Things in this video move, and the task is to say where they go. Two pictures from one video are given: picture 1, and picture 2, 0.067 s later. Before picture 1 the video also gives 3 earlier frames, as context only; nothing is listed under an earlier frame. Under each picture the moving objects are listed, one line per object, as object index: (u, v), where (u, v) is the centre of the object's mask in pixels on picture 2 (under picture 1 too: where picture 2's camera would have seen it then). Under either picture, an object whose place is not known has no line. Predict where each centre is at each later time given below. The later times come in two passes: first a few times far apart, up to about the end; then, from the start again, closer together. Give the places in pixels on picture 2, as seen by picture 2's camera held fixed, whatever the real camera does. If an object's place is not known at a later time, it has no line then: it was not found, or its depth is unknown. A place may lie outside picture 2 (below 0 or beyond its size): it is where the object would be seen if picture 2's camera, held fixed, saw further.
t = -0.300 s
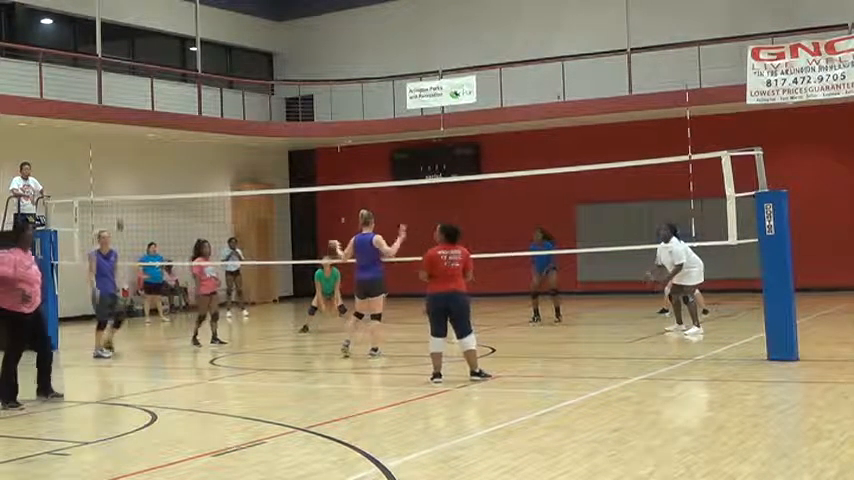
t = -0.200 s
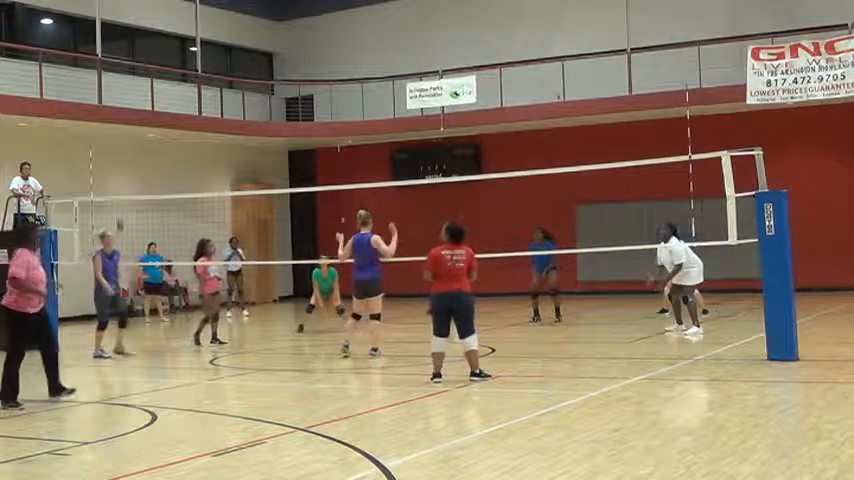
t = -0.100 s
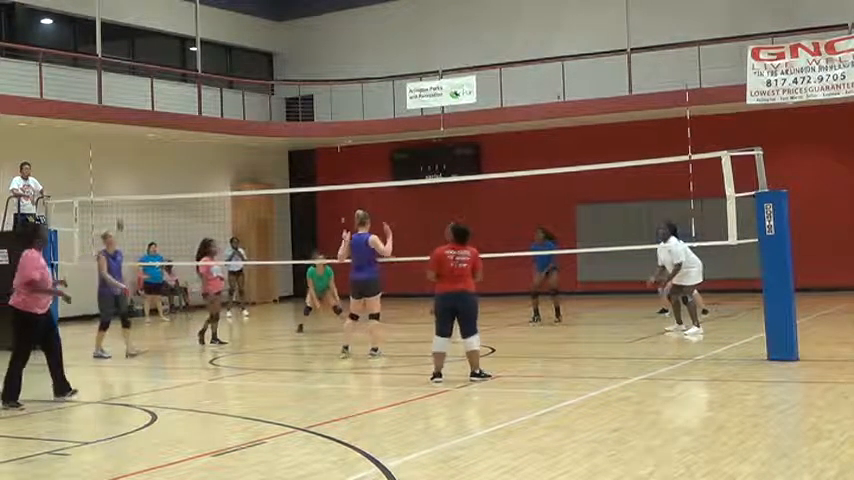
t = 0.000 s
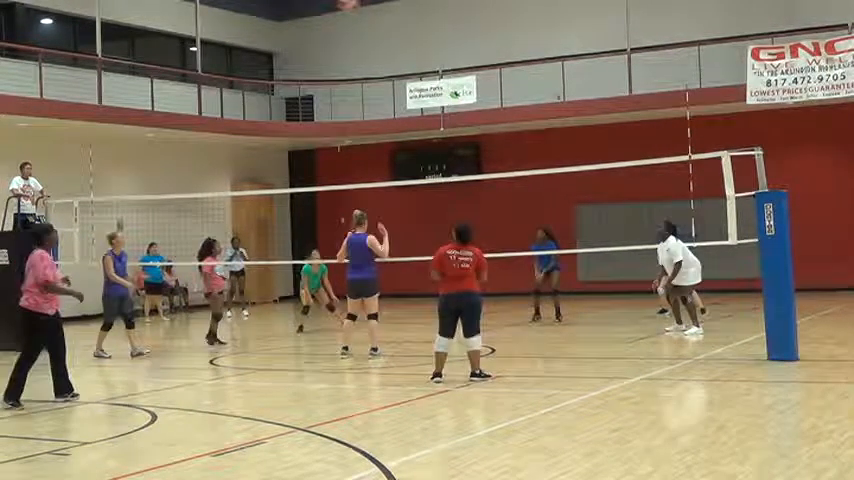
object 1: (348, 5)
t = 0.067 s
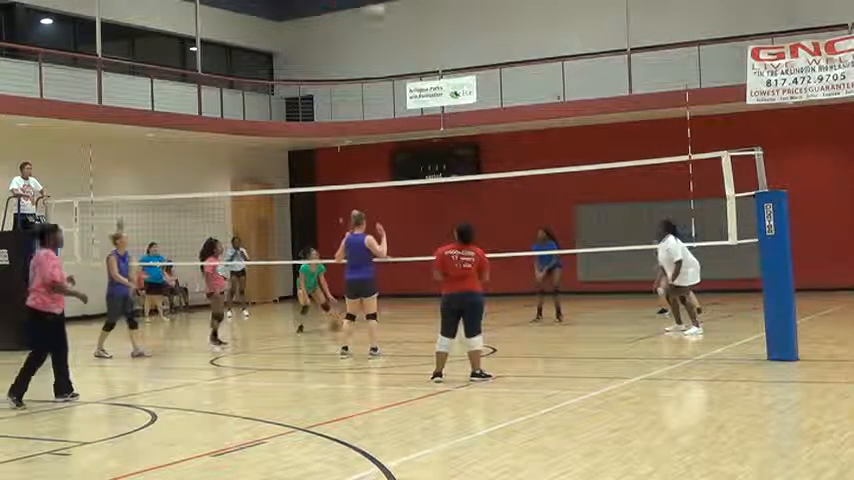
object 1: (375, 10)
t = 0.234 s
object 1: (431, 56)
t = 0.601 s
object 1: (522, 183)
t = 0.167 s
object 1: (409, 38)
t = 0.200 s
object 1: (424, 42)
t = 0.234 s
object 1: (431, 56)
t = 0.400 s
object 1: (474, 115)
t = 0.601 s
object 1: (522, 183)
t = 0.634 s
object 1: (528, 195)
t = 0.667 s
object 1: (535, 208)
